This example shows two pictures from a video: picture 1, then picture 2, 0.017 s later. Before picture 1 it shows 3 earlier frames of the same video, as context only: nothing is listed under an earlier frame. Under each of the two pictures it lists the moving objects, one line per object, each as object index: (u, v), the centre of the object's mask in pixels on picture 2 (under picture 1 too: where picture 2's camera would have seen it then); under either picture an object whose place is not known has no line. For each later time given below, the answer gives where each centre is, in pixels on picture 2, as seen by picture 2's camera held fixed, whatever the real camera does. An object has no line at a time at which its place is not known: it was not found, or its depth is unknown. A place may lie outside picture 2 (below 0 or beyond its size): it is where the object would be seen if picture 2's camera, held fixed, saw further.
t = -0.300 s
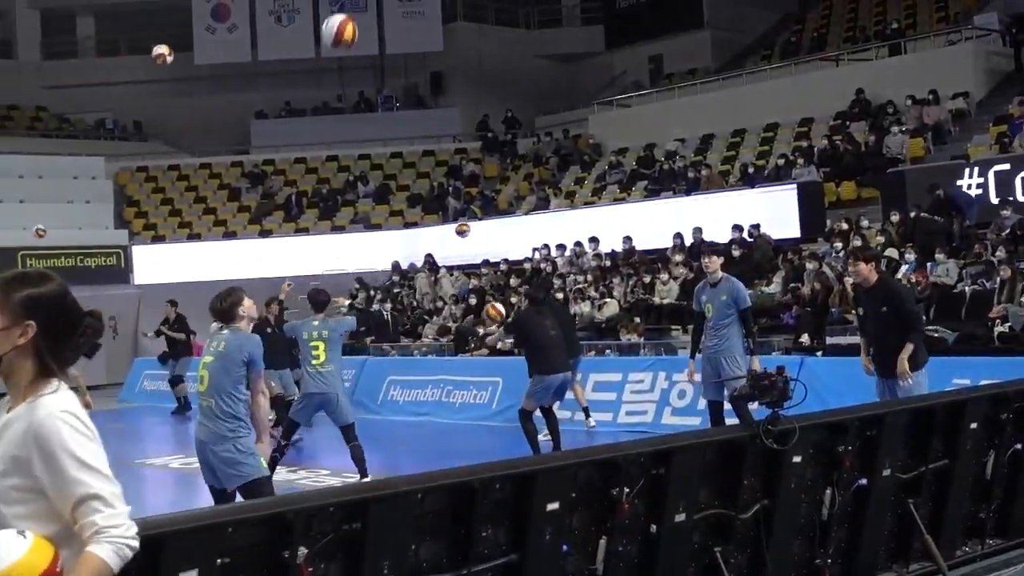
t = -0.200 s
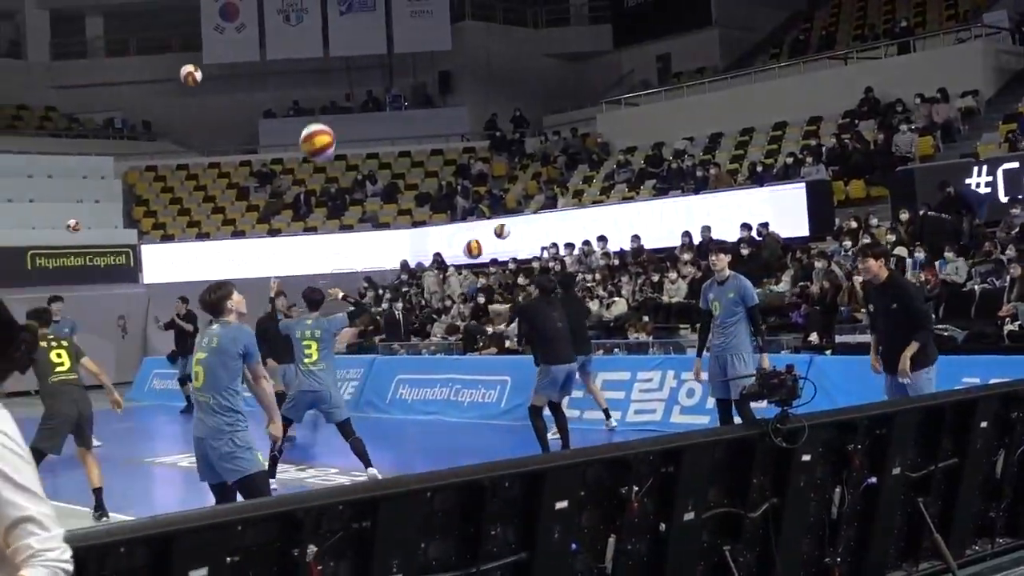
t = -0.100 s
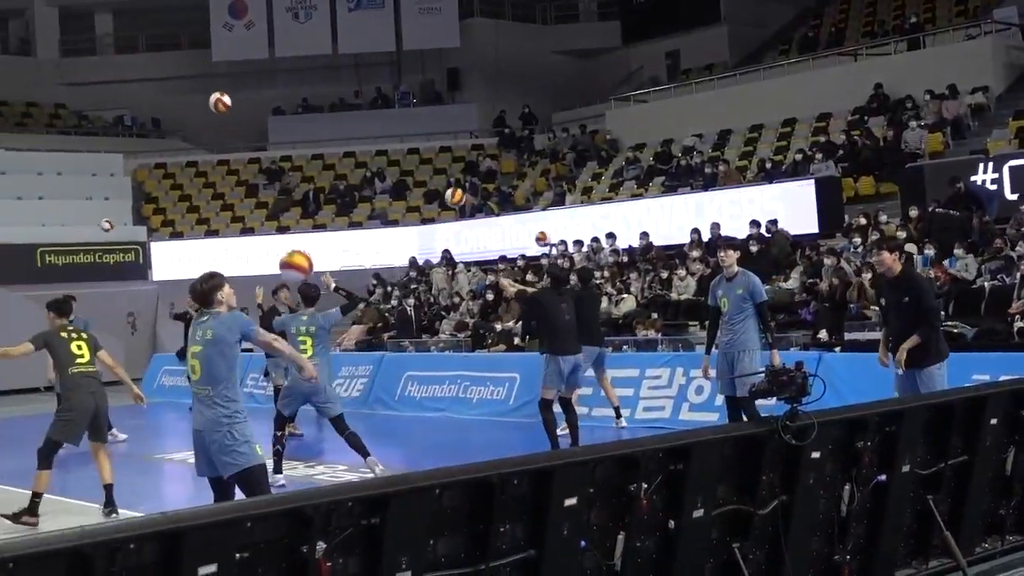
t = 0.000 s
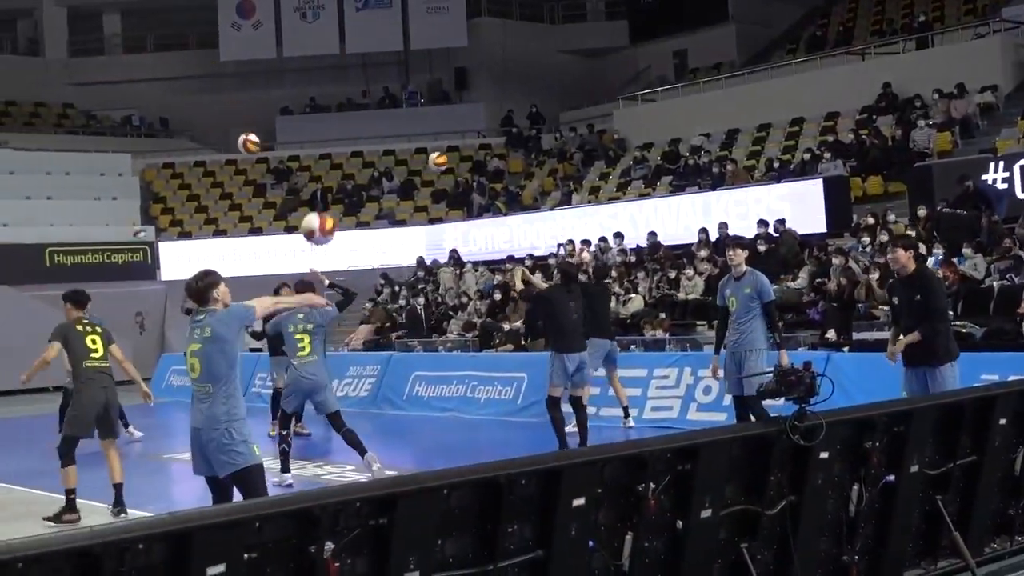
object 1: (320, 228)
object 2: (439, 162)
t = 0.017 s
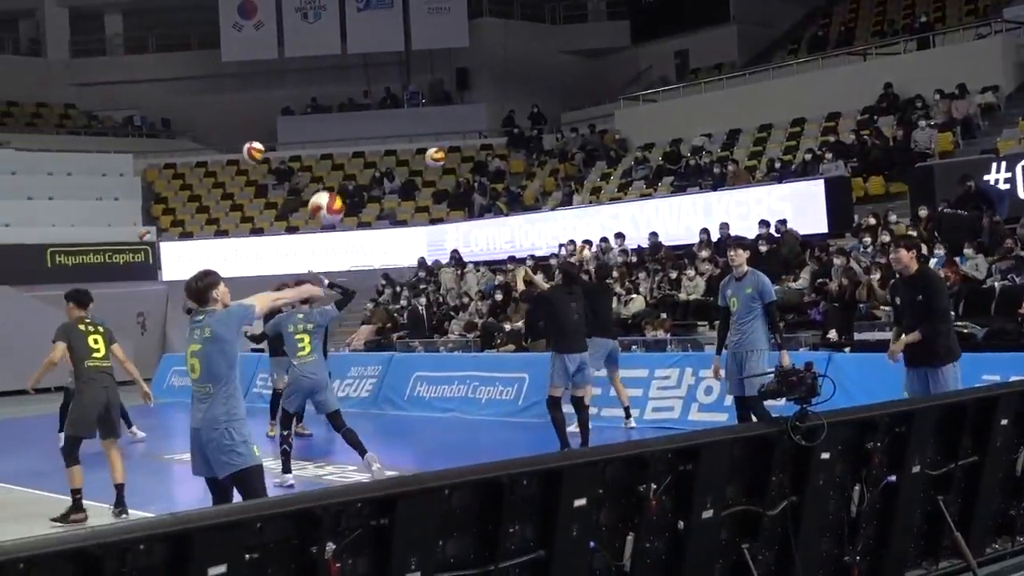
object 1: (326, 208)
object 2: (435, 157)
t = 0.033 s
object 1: (332, 188)
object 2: (431, 153)
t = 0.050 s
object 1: (338, 168)
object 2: (428, 149)
